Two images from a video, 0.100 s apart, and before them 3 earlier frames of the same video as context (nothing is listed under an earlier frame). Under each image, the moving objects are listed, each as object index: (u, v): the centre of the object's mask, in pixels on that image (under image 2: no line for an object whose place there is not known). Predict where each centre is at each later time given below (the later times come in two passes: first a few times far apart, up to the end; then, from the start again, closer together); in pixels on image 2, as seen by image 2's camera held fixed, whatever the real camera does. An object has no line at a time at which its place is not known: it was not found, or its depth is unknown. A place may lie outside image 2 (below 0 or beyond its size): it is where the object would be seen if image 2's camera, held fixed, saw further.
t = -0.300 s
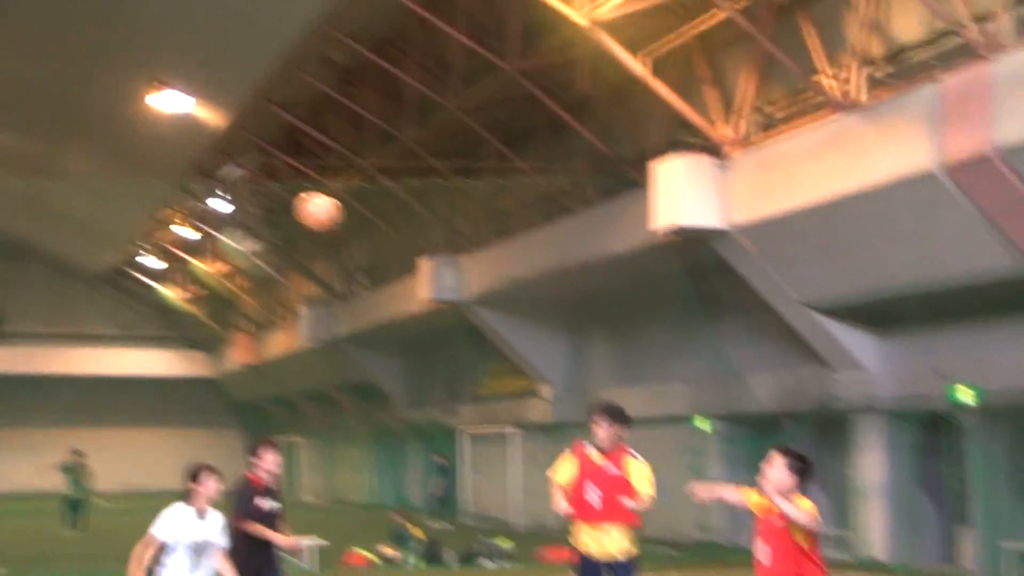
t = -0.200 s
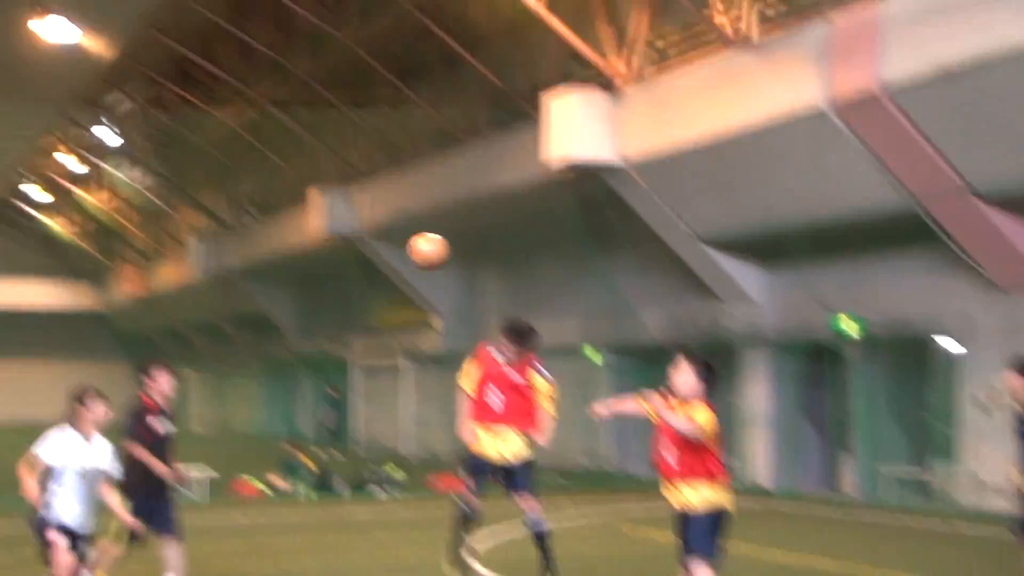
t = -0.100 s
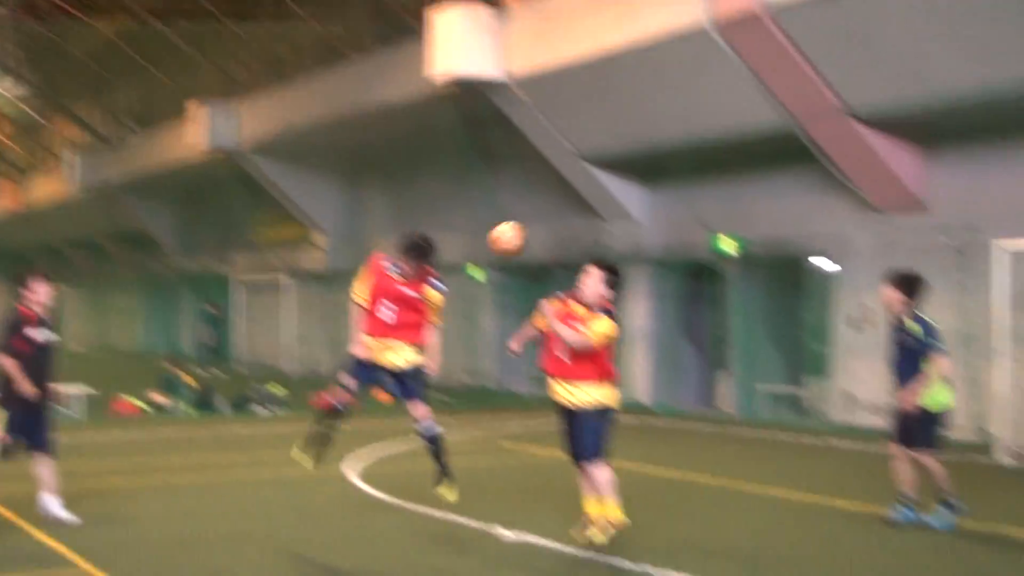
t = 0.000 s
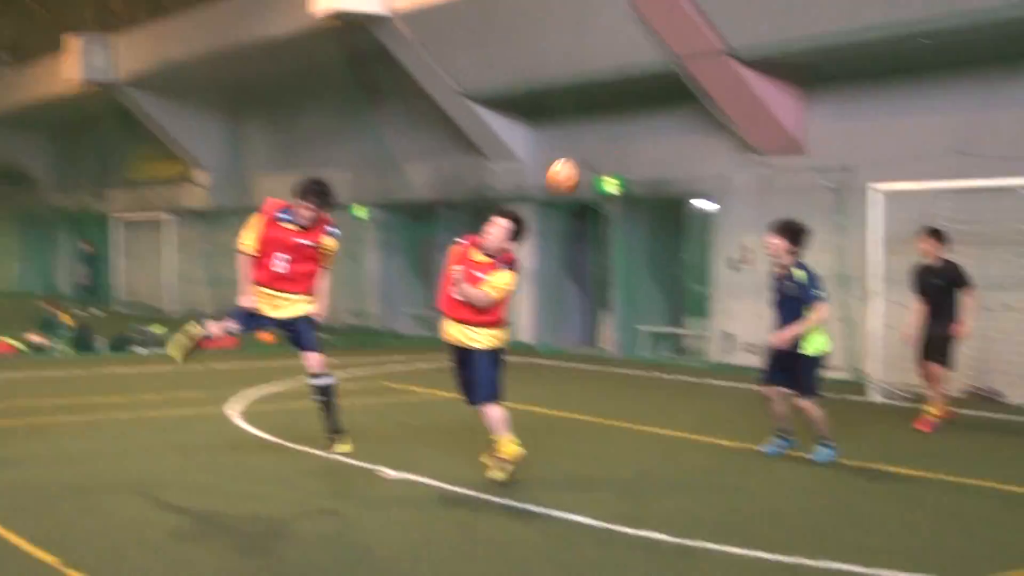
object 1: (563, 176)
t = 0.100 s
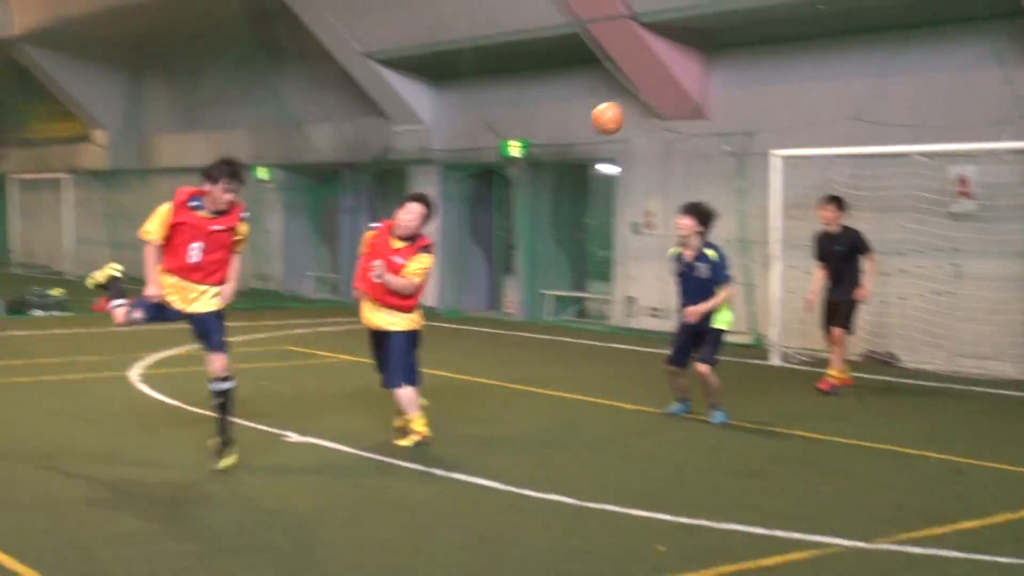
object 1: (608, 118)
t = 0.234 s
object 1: (773, 115)
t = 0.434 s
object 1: (988, 158)
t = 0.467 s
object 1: (1019, 170)
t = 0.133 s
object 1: (651, 115)
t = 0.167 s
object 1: (694, 114)
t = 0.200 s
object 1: (734, 114)
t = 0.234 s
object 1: (773, 115)
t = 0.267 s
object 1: (813, 119)
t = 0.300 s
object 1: (850, 124)
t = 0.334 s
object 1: (885, 130)
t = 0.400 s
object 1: (955, 147)
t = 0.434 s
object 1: (988, 158)
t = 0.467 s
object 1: (1019, 170)
